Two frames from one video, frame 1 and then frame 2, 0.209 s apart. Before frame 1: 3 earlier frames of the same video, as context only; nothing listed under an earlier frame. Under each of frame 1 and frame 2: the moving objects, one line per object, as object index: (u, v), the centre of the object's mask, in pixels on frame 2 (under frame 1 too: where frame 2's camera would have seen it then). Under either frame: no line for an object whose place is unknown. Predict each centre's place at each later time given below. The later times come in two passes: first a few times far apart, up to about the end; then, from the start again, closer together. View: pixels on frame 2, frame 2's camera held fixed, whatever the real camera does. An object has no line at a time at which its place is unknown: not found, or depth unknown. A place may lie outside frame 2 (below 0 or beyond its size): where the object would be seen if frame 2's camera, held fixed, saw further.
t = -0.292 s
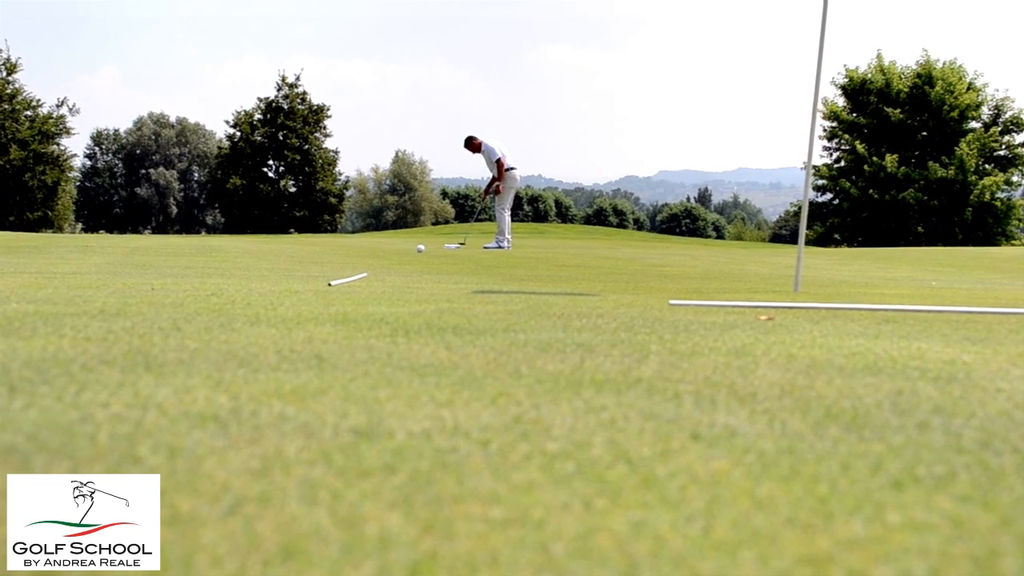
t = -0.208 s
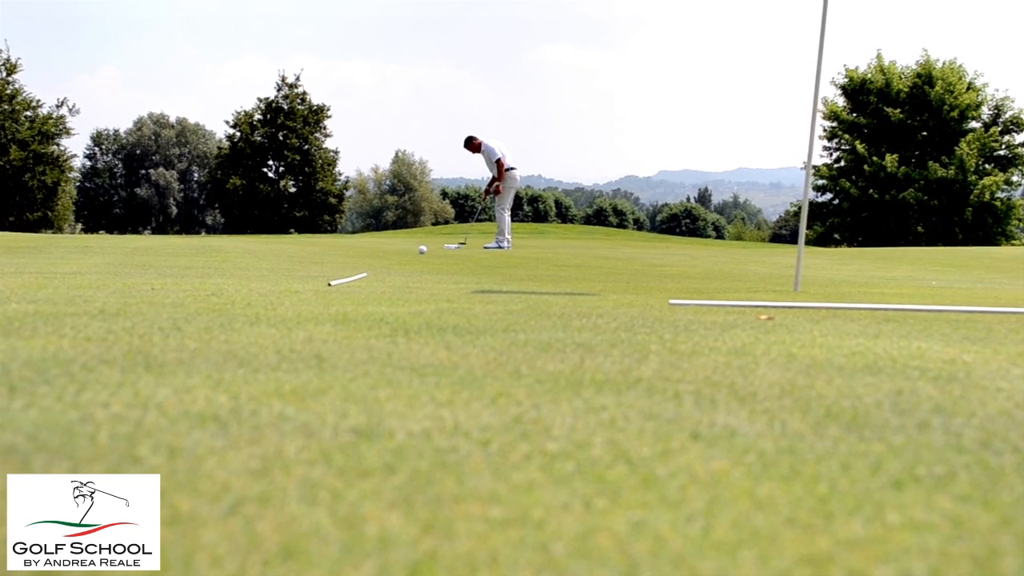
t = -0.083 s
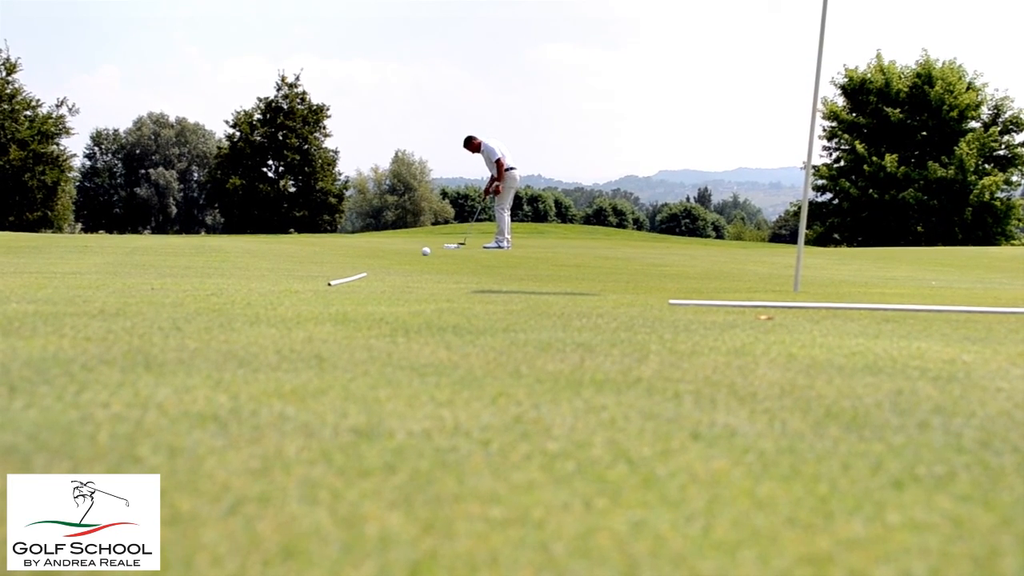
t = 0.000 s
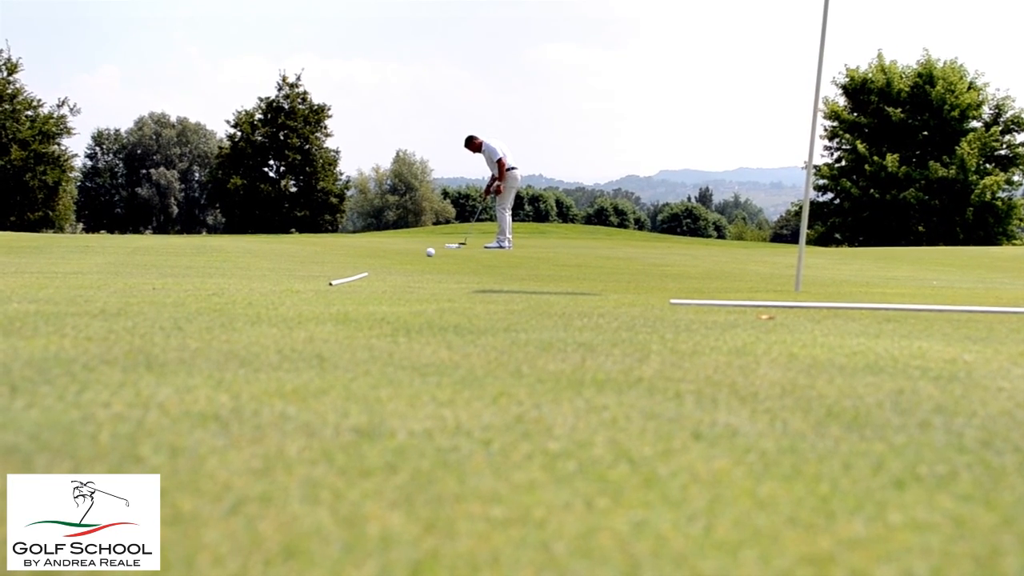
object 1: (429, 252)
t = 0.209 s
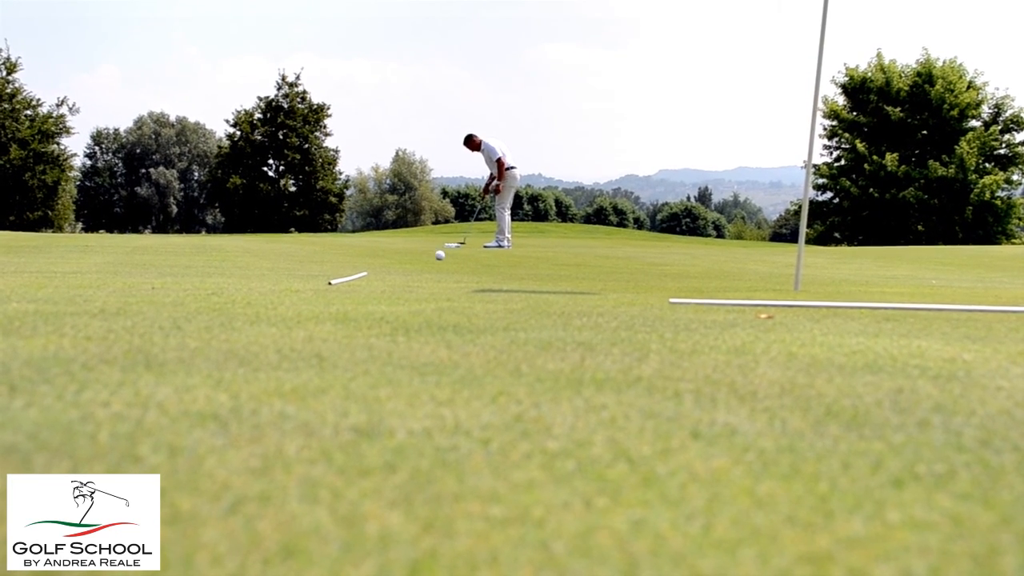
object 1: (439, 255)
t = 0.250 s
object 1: (442, 256)
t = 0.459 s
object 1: (457, 260)
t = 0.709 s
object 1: (484, 265)
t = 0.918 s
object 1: (514, 267)
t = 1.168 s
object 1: (558, 270)
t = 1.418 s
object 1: (615, 274)
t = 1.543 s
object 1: (647, 276)
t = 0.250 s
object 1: (442, 256)
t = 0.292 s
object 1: (444, 257)
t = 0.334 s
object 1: (447, 258)
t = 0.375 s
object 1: (450, 259)
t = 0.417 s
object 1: (454, 259)
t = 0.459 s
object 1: (457, 260)
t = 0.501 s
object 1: (461, 261)
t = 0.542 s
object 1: (466, 262)
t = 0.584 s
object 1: (470, 263)
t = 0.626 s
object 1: (474, 263)
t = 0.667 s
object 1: (479, 264)
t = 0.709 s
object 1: (484, 265)
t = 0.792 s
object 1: (495, 265)
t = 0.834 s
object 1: (501, 266)
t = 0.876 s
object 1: (507, 267)
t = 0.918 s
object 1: (514, 267)
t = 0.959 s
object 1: (521, 268)
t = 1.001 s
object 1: (527, 268)
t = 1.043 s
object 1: (534, 268)
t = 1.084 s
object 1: (542, 269)
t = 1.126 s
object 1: (550, 270)
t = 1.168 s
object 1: (558, 270)
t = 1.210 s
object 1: (567, 271)
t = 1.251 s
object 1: (576, 271)
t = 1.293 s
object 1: (585, 272)
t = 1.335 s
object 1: (595, 272)
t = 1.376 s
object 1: (604, 273)
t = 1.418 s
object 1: (615, 274)
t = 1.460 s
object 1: (625, 274)
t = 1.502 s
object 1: (636, 275)
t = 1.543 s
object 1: (647, 276)
